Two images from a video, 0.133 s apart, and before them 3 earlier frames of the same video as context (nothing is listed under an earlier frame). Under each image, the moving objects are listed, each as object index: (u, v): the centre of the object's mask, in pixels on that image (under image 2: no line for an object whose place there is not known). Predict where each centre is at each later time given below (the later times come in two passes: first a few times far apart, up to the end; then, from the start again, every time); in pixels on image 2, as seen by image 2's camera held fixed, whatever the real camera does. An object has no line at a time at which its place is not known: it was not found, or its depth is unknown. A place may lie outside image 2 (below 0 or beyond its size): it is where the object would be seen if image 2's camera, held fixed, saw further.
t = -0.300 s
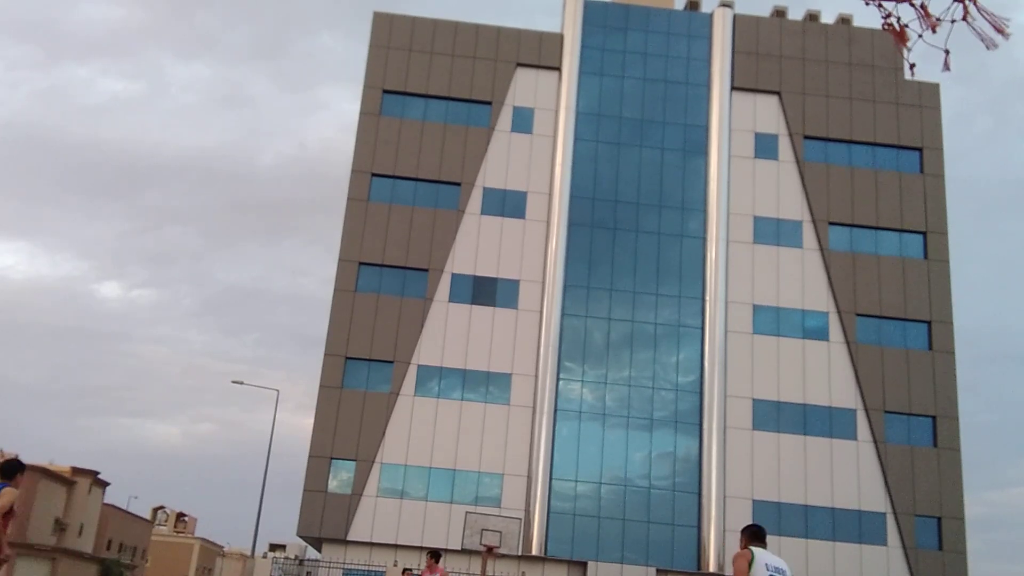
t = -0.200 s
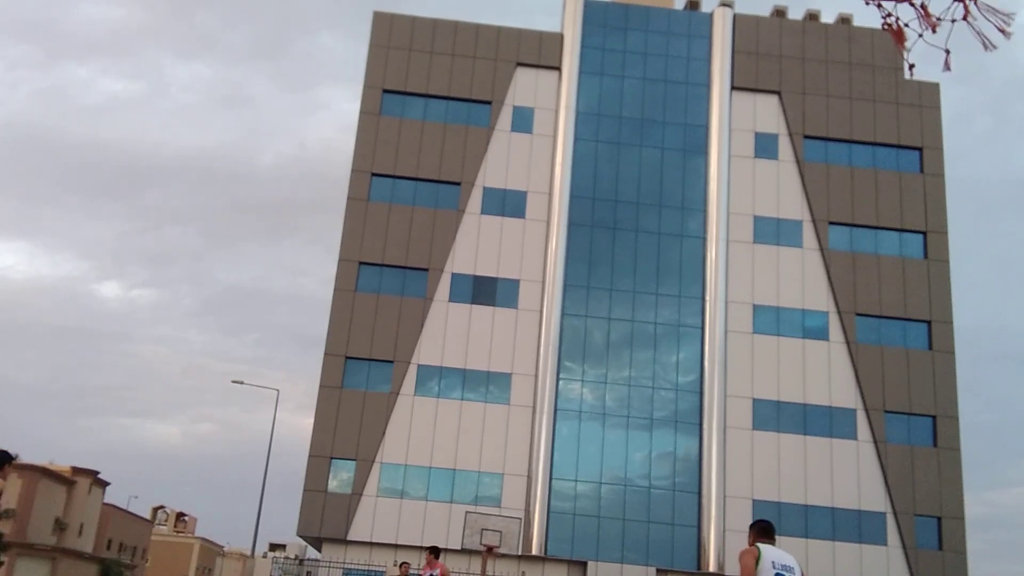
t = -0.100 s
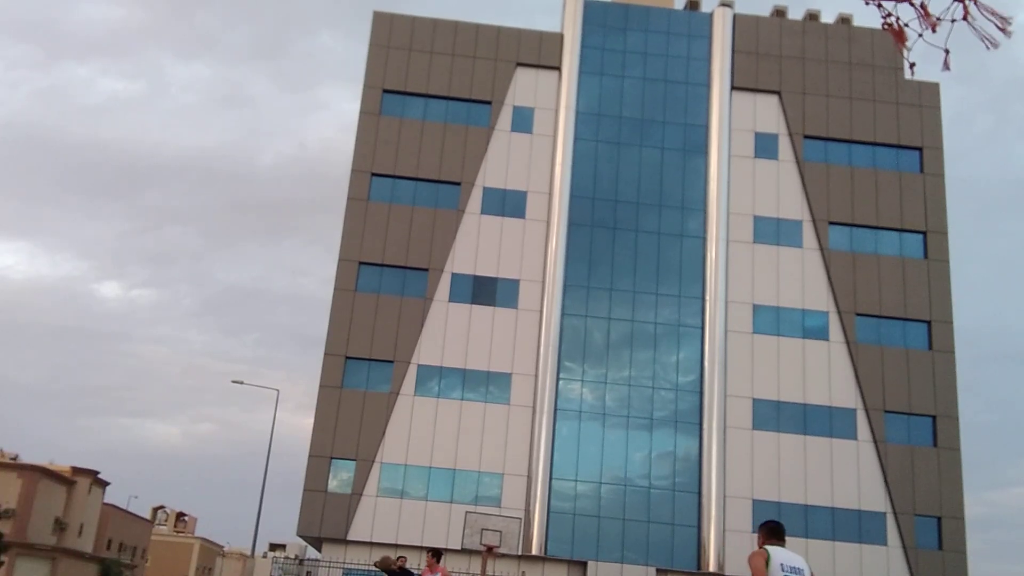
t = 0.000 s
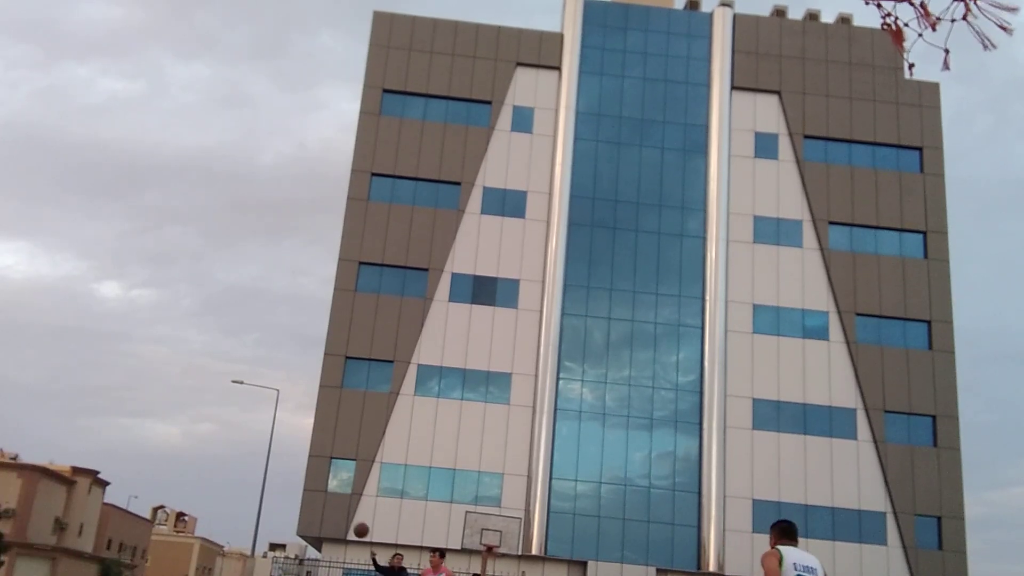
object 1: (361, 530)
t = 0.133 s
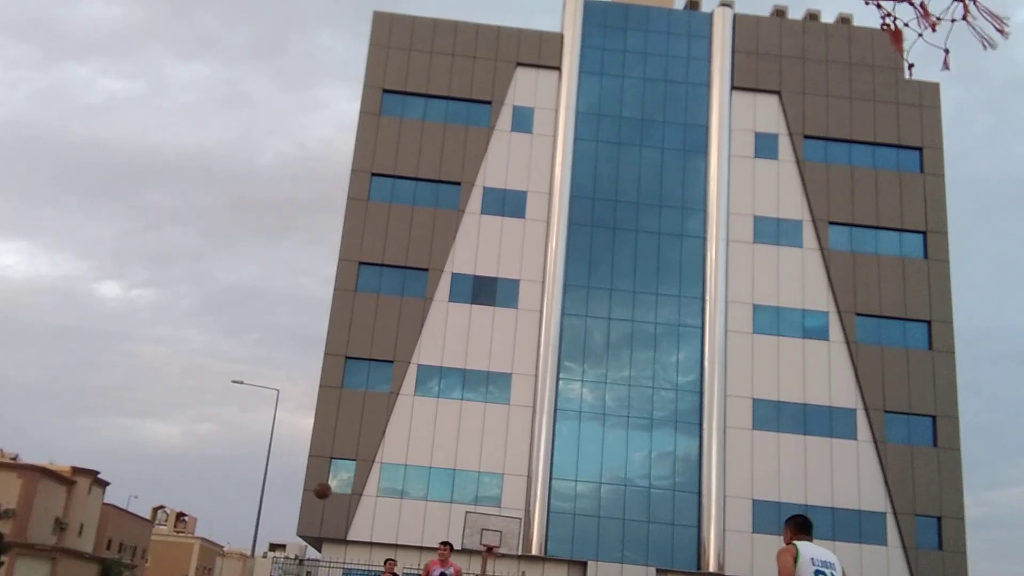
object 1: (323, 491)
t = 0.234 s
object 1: (288, 463)
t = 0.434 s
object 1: (198, 419)
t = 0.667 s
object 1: (33, 393)
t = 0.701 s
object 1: (7, 392)
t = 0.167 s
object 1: (311, 481)
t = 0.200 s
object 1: (300, 472)
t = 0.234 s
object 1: (288, 463)
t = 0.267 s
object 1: (275, 455)
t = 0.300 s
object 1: (261, 447)
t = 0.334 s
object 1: (247, 440)
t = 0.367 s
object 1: (232, 432)
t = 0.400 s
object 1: (216, 426)
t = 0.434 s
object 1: (198, 419)
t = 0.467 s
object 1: (179, 414)
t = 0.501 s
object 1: (159, 408)
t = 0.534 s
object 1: (137, 404)
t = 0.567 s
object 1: (115, 400)
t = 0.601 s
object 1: (90, 397)
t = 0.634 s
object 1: (62, 394)
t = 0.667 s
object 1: (33, 393)
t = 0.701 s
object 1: (7, 392)
